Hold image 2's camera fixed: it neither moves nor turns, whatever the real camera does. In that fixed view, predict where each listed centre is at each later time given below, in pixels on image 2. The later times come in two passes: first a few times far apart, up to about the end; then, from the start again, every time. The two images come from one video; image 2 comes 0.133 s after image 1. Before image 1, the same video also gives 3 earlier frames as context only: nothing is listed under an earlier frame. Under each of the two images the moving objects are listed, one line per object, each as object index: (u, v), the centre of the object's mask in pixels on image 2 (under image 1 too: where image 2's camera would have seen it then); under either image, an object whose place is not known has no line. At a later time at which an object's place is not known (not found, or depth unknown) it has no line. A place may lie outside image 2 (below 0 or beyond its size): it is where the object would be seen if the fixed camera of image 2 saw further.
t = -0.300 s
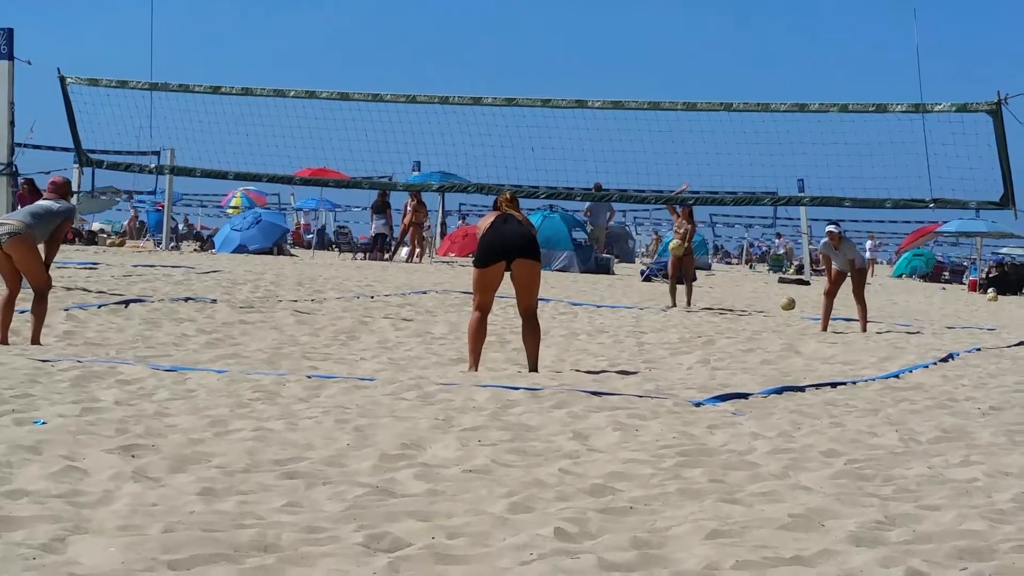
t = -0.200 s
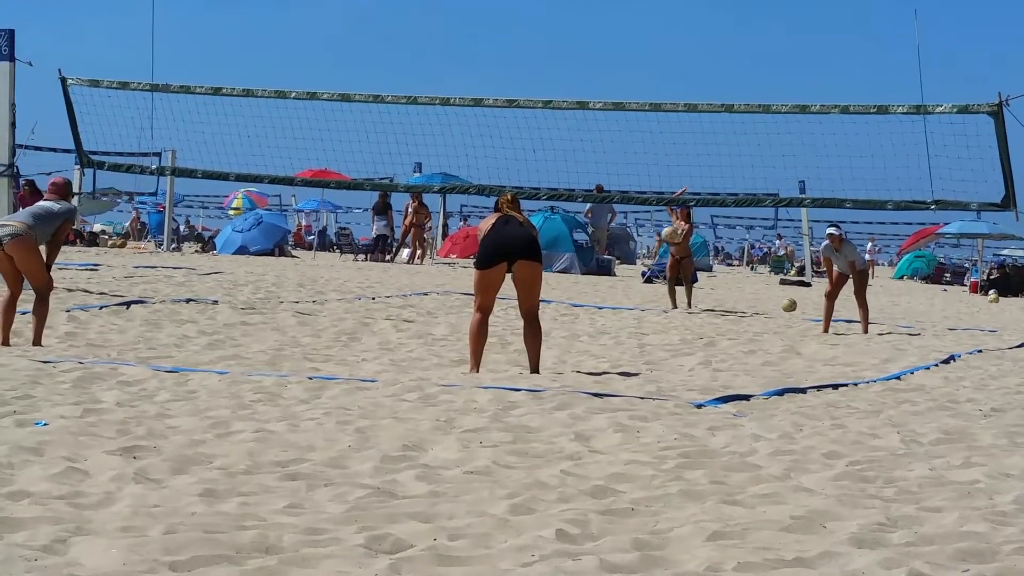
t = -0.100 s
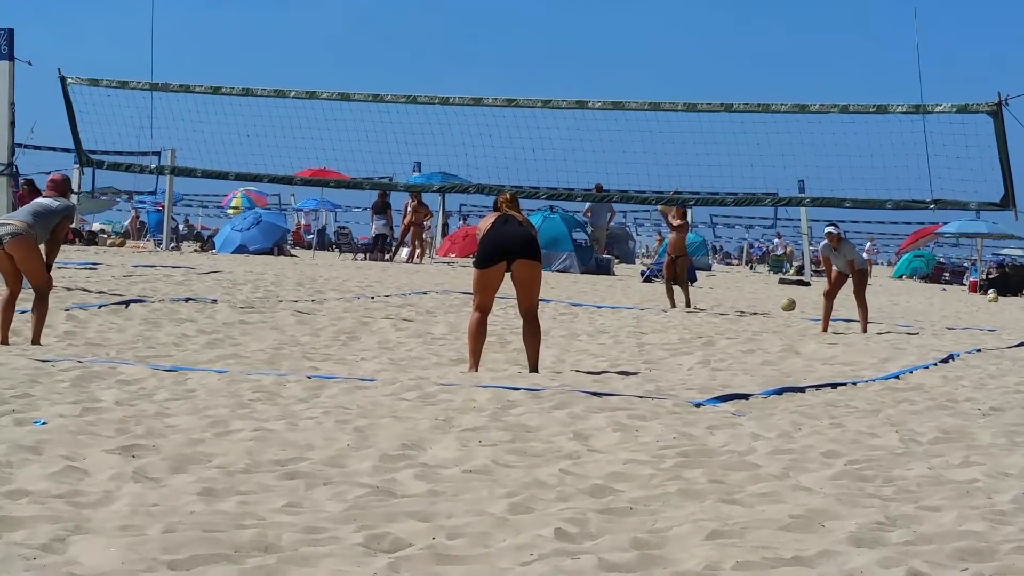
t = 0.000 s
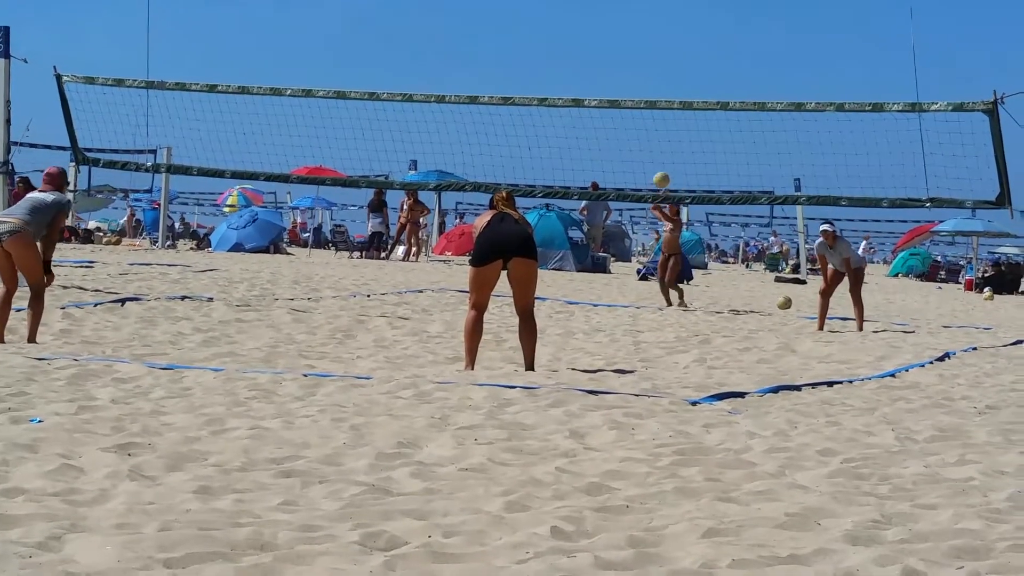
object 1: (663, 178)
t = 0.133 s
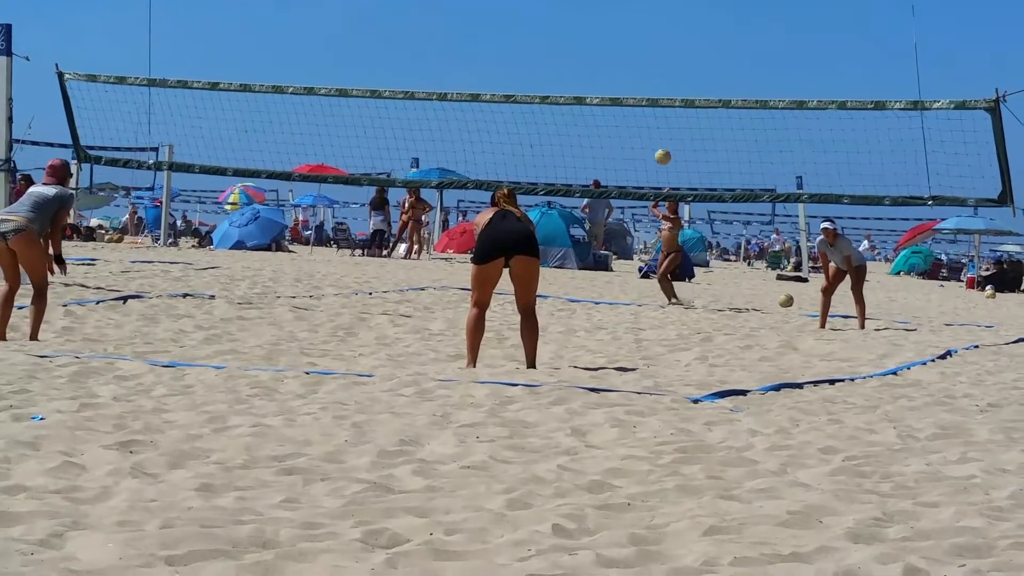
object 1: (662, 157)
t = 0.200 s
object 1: (662, 151)
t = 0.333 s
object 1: (662, 151)
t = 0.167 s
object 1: (662, 153)
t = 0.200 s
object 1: (662, 151)
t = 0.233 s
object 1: (662, 150)
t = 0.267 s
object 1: (662, 149)
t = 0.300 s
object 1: (662, 150)
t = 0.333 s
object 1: (662, 151)
